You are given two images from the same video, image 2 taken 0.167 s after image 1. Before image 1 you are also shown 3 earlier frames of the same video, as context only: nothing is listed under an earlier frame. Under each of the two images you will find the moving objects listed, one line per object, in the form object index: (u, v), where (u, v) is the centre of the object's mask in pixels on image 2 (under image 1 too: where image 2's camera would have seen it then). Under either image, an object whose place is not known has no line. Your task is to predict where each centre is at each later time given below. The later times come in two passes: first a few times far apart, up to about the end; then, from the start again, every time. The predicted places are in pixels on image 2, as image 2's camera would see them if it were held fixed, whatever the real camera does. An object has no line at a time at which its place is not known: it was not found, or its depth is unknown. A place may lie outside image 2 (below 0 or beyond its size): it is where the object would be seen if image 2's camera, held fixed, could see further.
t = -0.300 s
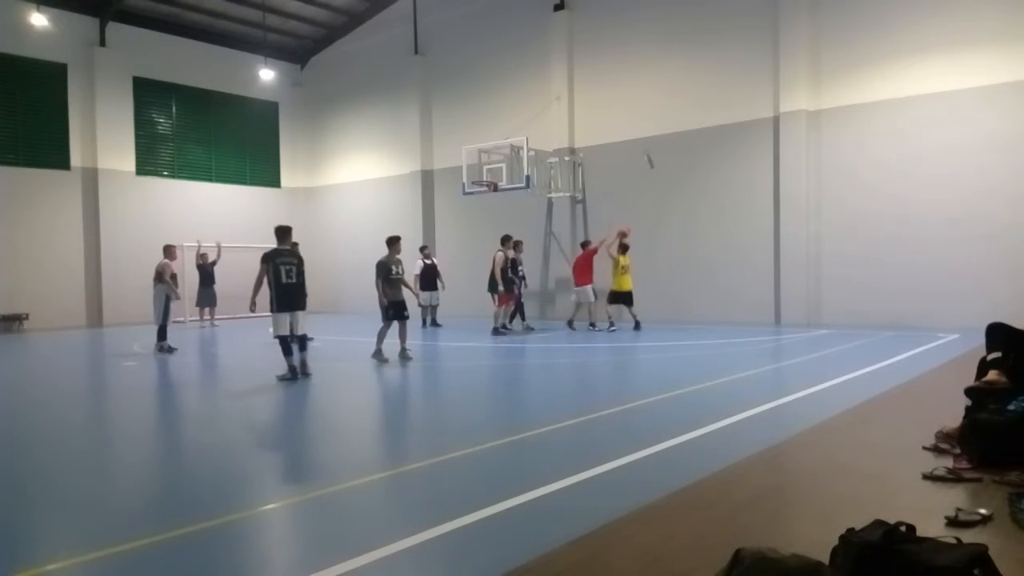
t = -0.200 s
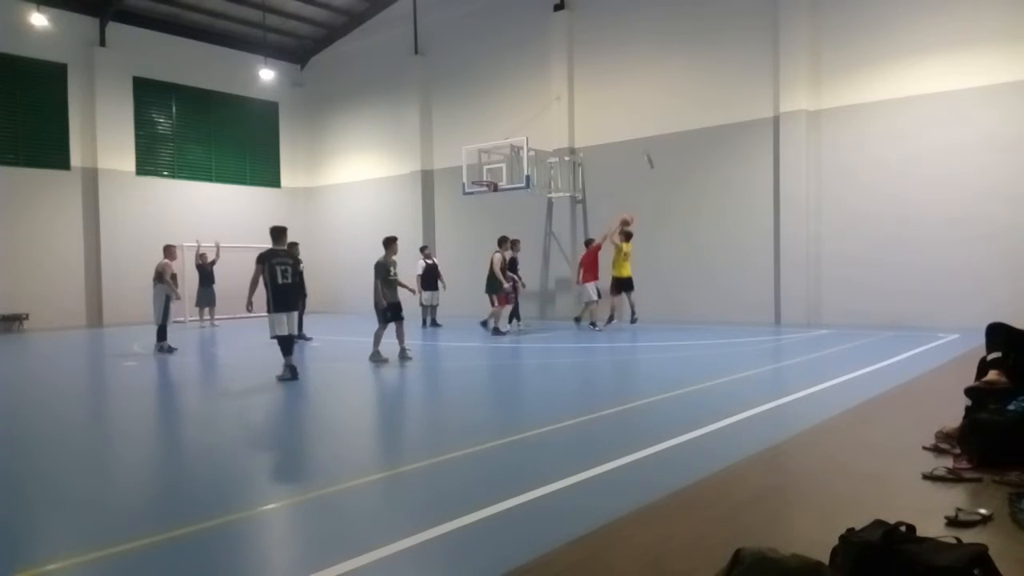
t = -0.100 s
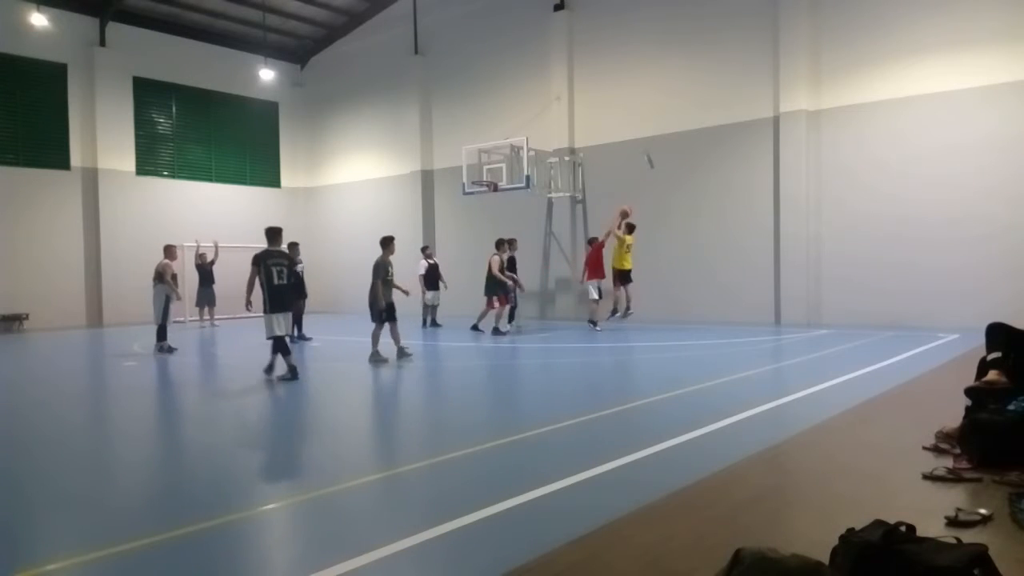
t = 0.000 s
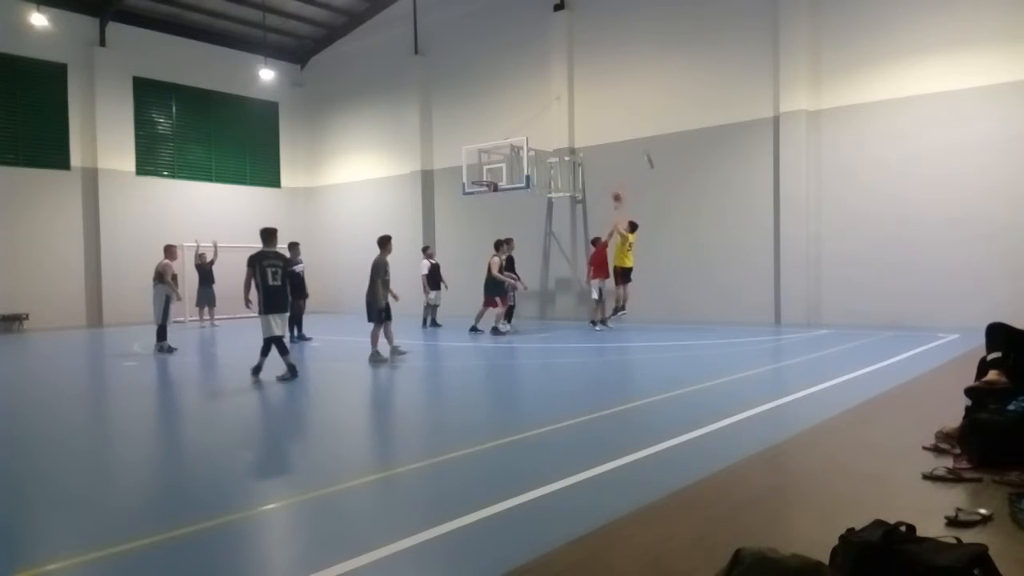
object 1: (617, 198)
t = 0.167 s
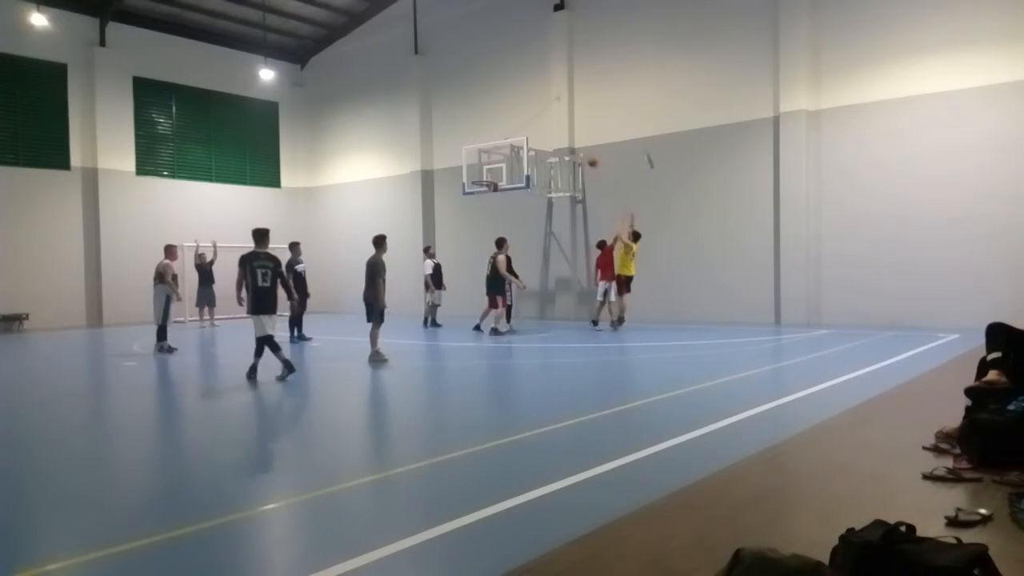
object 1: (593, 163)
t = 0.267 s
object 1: (578, 148)
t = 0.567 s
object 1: (539, 138)
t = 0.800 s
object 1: (512, 161)
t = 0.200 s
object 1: (588, 156)
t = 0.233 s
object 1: (583, 151)
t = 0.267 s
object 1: (578, 148)
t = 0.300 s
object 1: (574, 146)
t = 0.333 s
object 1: (570, 144)
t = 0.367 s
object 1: (565, 139)
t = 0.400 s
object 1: (561, 138)
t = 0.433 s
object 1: (556, 137)
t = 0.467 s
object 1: (552, 136)
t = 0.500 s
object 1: (548, 136)
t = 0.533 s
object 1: (543, 137)
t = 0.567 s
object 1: (539, 138)
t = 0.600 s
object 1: (535, 140)
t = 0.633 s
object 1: (532, 142)
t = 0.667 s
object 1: (528, 145)
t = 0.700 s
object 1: (524, 148)
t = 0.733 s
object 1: (519, 152)
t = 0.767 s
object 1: (516, 157)
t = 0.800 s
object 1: (512, 161)
